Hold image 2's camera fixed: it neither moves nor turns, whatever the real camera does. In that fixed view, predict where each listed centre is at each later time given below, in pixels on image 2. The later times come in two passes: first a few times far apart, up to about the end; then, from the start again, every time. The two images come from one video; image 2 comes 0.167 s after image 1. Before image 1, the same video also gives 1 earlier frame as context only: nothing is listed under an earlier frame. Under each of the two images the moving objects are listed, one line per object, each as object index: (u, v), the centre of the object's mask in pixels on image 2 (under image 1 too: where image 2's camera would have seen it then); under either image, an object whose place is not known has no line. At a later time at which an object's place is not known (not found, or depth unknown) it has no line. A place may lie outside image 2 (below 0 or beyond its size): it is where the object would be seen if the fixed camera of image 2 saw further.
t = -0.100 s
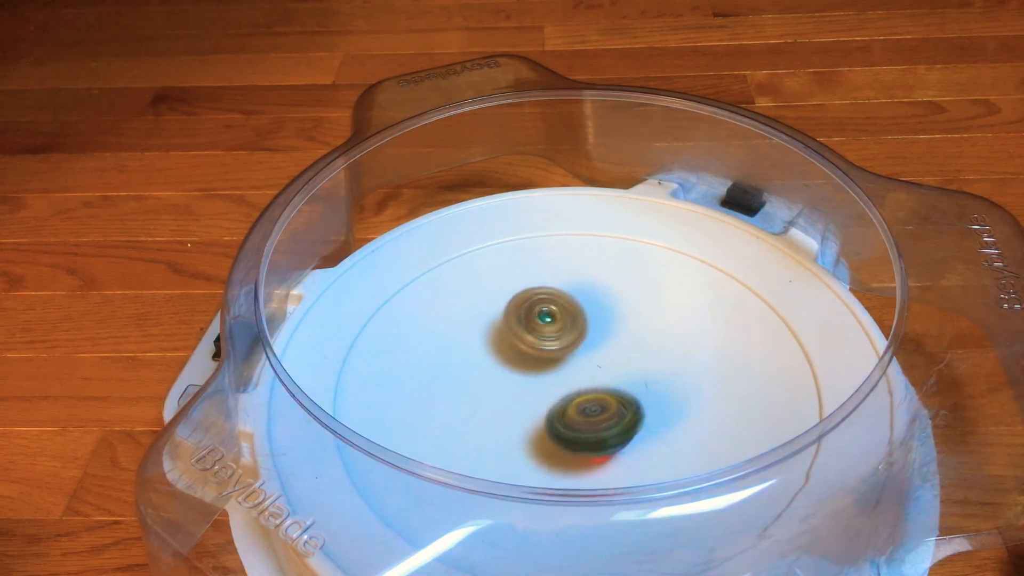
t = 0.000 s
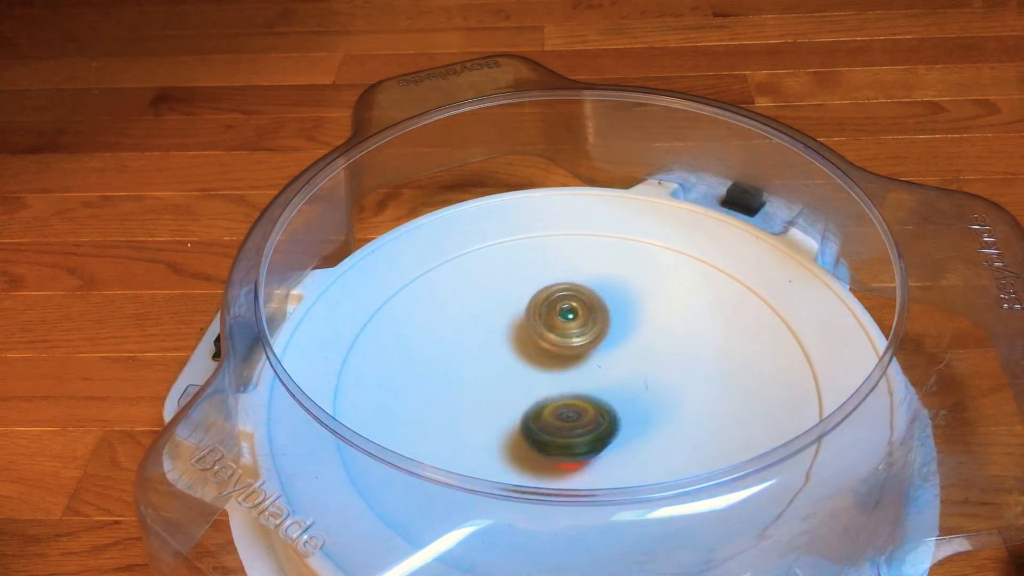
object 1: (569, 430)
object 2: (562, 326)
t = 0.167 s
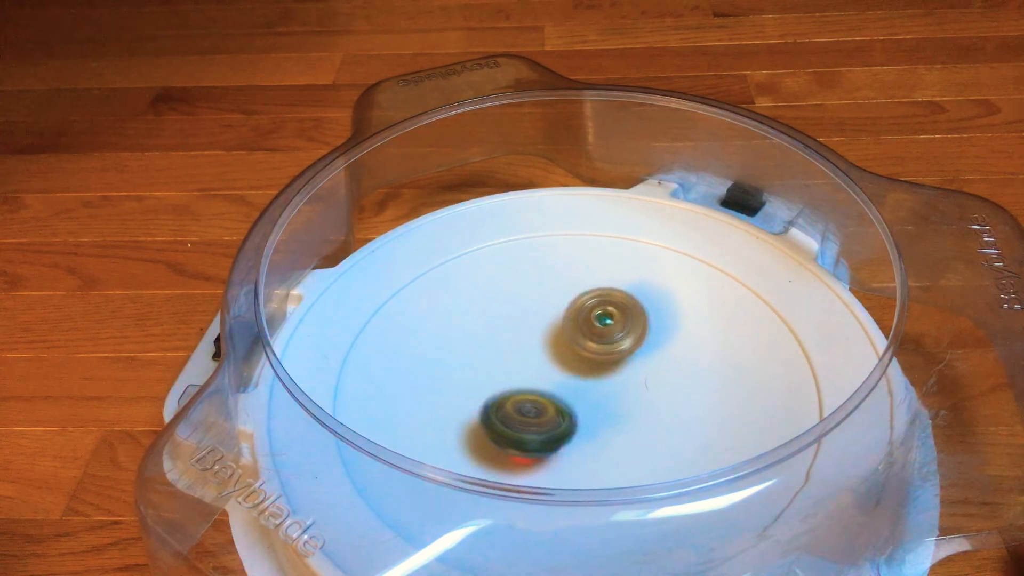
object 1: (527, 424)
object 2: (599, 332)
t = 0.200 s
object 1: (520, 421)
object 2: (606, 334)
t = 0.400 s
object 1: (495, 392)
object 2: (643, 353)
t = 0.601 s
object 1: (504, 359)
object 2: (646, 389)
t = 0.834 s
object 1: (546, 332)
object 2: (610, 425)
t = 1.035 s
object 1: (593, 330)
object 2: (558, 430)
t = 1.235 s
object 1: (634, 346)
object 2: (509, 418)
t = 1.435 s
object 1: (648, 376)
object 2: (496, 384)
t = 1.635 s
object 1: (628, 410)
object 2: (513, 351)
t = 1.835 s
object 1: (584, 425)
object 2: (548, 333)
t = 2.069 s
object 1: (530, 408)
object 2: (597, 338)
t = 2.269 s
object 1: (511, 375)
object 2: (631, 357)
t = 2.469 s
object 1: (522, 344)
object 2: (632, 391)
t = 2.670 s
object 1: (556, 327)
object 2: (604, 422)
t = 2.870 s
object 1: (597, 331)
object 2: (559, 427)
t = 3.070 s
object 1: (628, 354)
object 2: (521, 405)
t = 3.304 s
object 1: (626, 393)
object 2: (509, 373)
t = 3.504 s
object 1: (593, 417)
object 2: (532, 346)
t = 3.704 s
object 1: (546, 417)
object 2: (571, 337)
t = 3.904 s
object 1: (515, 391)
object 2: (611, 348)
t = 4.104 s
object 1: (517, 361)
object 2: (634, 369)
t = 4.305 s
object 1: (543, 341)
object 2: (618, 401)
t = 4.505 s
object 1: (585, 339)
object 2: (575, 420)
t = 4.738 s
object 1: (624, 360)
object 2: (526, 410)
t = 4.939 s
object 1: (629, 388)
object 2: (505, 388)
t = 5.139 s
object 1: (603, 412)
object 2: (522, 359)
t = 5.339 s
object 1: (561, 415)
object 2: (559, 343)
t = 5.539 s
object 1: (530, 391)
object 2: (602, 348)
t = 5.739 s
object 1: (528, 360)
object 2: (630, 367)
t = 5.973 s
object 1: (558, 336)
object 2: (619, 401)
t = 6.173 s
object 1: (594, 337)
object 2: (580, 415)
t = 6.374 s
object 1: (619, 357)
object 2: (539, 401)
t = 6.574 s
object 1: (619, 384)
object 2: (516, 379)
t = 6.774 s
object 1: (589, 406)
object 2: (531, 352)
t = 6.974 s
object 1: (548, 405)
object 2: (567, 339)
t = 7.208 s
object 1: (521, 376)
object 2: (611, 351)
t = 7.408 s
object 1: (533, 351)
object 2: (622, 378)
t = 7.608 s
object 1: (564, 339)
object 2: (602, 405)
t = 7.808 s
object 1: (600, 345)
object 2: (562, 415)
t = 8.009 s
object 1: (617, 369)
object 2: (529, 396)
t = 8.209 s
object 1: (611, 392)
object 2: (518, 373)
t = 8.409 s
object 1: (584, 409)
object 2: (536, 348)
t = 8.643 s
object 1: (538, 402)
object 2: (588, 341)
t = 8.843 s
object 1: (524, 380)
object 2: (623, 354)
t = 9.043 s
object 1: (533, 353)
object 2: (627, 392)
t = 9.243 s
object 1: (561, 341)
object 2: (604, 424)
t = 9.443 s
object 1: (594, 352)
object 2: (549, 420)
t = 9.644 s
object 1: (608, 373)
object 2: (506, 400)
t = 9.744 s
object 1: (607, 386)
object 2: (507, 378)
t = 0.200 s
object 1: (520, 421)
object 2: (606, 334)
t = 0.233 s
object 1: (514, 417)
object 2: (613, 338)
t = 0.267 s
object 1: (508, 413)
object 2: (619, 341)
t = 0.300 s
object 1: (504, 407)
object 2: (624, 345)
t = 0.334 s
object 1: (500, 402)
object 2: (629, 350)
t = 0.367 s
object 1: (497, 398)
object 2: (633, 355)
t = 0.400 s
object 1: (495, 392)
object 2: (643, 353)
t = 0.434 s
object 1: (494, 387)
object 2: (645, 358)
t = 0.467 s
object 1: (494, 381)
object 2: (647, 364)
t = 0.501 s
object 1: (495, 375)
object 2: (648, 370)
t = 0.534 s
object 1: (497, 370)
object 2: (648, 376)
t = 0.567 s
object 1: (500, 364)
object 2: (647, 382)
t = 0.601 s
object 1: (504, 359)
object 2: (646, 389)
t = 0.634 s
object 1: (508, 354)
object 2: (644, 393)
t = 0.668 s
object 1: (514, 349)
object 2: (640, 400)
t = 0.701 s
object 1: (519, 345)
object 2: (635, 406)
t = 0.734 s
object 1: (525, 341)
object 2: (630, 412)
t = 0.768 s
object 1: (532, 338)
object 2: (624, 417)
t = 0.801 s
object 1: (539, 335)
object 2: (617, 421)
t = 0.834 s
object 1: (546, 332)
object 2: (610, 425)
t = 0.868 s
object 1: (554, 331)
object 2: (602, 427)
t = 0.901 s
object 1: (562, 330)
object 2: (594, 429)
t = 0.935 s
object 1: (569, 329)
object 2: (585, 430)
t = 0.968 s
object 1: (578, 329)
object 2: (577, 431)
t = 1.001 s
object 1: (586, 330)
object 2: (567, 430)
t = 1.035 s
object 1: (593, 330)
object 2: (558, 430)
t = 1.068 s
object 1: (601, 332)
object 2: (550, 427)
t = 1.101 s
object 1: (609, 334)
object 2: (542, 425)
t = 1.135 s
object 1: (616, 336)
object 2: (534, 423)
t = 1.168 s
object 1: (622, 339)
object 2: (527, 420)
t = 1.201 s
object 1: (628, 342)
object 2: (521, 416)
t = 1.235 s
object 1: (634, 346)
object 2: (509, 418)
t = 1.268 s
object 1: (638, 350)
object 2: (504, 413)
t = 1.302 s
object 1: (642, 354)
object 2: (507, 401)
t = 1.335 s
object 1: (645, 360)
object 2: (498, 402)
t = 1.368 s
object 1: (647, 365)
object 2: (496, 396)
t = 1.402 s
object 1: (649, 370)
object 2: (496, 390)
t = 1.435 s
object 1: (648, 376)
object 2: (496, 384)
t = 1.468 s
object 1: (648, 382)
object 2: (497, 378)
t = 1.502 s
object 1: (646, 387)
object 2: (499, 372)
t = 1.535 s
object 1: (642, 394)
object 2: (502, 366)
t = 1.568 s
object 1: (638, 399)
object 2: (505, 360)
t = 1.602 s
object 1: (633, 405)
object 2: (509, 355)
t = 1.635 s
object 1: (628, 410)
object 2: (513, 351)
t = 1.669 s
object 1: (622, 414)
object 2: (518, 346)
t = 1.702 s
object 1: (616, 418)
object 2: (523, 342)
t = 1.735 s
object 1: (608, 421)
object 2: (529, 339)
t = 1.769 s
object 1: (601, 423)
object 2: (535, 336)
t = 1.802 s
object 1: (592, 424)
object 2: (541, 334)
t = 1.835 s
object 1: (584, 425)
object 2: (548, 333)
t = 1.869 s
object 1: (576, 425)
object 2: (555, 332)
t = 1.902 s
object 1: (567, 424)
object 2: (562, 331)
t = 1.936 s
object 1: (559, 422)
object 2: (569, 331)
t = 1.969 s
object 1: (551, 419)
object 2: (577, 332)
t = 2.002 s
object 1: (543, 417)
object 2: (584, 334)
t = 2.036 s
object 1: (536, 413)
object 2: (590, 336)
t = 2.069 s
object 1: (530, 408)
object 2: (597, 338)
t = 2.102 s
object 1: (525, 403)
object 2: (603, 341)
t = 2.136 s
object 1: (520, 398)
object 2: (609, 345)
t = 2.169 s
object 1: (517, 391)
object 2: (614, 349)
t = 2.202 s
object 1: (514, 386)
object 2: (618, 353)
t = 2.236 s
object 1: (512, 381)
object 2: (622, 358)
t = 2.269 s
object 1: (511, 375)
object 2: (631, 357)
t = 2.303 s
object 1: (511, 369)
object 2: (633, 363)
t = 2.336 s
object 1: (511, 364)
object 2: (635, 368)
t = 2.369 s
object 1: (513, 358)
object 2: (635, 374)
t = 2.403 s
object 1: (516, 353)
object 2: (634, 381)
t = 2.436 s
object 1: (519, 348)
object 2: (633, 387)
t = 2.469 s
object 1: (522, 344)
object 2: (632, 391)
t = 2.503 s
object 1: (527, 339)
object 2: (629, 398)
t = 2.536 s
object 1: (532, 335)
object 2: (625, 403)
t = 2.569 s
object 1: (537, 332)
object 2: (621, 408)
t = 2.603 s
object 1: (543, 330)
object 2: (615, 414)
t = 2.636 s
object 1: (550, 328)
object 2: (610, 418)
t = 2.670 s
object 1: (556, 327)
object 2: (604, 422)
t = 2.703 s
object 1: (563, 326)
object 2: (597, 424)
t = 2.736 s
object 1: (570, 326)
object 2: (590, 426)
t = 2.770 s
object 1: (577, 326)
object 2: (583, 427)
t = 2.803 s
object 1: (584, 327)
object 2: (574, 429)
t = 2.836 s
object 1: (591, 329)
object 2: (566, 429)
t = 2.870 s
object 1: (597, 331)
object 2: (559, 427)
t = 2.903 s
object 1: (604, 334)
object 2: (551, 425)
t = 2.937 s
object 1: (610, 338)
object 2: (545, 422)
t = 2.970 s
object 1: (616, 341)
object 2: (537, 418)
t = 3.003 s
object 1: (620, 345)
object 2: (531, 415)
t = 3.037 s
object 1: (625, 349)
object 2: (526, 410)
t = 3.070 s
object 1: (628, 354)
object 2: (521, 405)
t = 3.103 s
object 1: (630, 359)
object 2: (518, 400)
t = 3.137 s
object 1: (632, 364)
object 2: (509, 402)
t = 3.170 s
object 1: (632, 371)
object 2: (507, 396)
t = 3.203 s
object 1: (632, 376)
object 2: (506, 391)
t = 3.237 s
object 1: (631, 381)
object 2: (506, 385)
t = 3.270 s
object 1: (629, 387)
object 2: (507, 379)
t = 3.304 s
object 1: (626, 393)
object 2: (509, 373)
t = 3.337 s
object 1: (622, 398)
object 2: (511, 368)
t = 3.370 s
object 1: (618, 403)
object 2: (514, 363)
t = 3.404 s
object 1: (612, 408)
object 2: (518, 358)
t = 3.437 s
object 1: (606, 412)
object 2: (522, 353)
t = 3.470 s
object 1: (600, 415)
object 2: (527, 350)
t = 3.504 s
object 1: (593, 417)
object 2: (532, 346)
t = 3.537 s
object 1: (585, 419)
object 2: (538, 343)
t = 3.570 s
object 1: (578, 420)
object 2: (544, 341)
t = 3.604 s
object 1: (570, 420)
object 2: (550, 339)
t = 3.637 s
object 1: (562, 419)
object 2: (557, 338)
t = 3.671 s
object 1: (553, 418)
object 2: (564, 337)
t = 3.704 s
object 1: (546, 417)
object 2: (571, 337)
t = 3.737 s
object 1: (539, 414)
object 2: (579, 337)
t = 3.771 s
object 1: (533, 410)
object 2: (586, 338)
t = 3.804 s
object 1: (528, 406)
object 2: (593, 340)
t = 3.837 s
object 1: (523, 401)
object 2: (599, 342)
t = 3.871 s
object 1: (519, 397)
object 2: (605, 344)
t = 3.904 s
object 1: (515, 391)
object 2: (611, 348)
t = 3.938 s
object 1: (513, 386)
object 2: (616, 351)
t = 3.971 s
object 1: (512, 381)
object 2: (620, 355)
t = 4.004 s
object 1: (512, 376)
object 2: (629, 354)
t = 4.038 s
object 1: (512, 371)
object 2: (632, 358)
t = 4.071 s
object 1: (514, 365)
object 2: (634, 364)
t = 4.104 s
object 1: (517, 361)
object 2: (634, 369)
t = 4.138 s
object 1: (520, 356)
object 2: (634, 375)
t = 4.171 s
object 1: (522, 353)
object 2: (633, 381)
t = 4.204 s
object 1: (526, 350)
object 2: (630, 386)
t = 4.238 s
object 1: (532, 347)
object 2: (627, 392)
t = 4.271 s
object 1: (537, 344)
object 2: (622, 397)
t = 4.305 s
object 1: (543, 341)
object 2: (618, 401)
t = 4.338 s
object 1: (550, 340)
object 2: (611, 406)
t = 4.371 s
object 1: (557, 338)
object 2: (605, 410)
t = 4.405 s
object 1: (563, 338)
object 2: (598, 413)
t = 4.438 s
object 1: (571, 337)
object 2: (591, 416)
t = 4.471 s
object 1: (578, 338)
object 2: (583, 418)
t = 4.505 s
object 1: (585, 339)
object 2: (575, 420)
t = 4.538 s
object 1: (592, 340)
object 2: (567, 421)
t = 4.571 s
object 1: (598, 343)
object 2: (560, 420)
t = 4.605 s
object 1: (604, 345)
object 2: (552, 420)
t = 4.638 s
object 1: (610, 347)
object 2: (545, 418)
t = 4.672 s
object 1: (615, 351)
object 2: (539, 415)
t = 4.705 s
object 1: (620, 356)
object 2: (532, 413)
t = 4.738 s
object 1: (624, 360)
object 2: (526, 410)
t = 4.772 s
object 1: (627, 364)
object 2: (521, 406)
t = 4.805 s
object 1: (630, 368)
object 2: (510, 408)
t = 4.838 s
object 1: (631, 373)
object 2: (507, 404)
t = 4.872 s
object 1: (631, 379)
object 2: (505, 399)
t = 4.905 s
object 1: (630, 384)
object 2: (504, 394)
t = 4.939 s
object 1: (629, 388)
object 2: (505, 388)
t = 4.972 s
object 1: (627, 393)
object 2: (506, 383)
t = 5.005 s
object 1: (623, 398)
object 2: (508, 377)
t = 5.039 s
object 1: (620, 403)
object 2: (510, 372)
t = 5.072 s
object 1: (615, 406)
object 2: (513, 367)
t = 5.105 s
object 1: (610, 410)
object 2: (517, 362)
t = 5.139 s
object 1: (603, 412)
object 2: (522, 359)
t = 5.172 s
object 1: (597, 414)
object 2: (527, 355)
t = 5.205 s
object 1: (590, 416)
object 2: (533, 352)
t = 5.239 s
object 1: (583, 416)
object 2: (540, 349)
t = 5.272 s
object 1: (576, 417)
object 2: (546, 347)
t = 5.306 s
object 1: (568, 417)
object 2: (552, 345)
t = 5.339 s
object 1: (561, 415)
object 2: (559, 343)
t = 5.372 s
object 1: (554, 411)
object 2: (567, 341)
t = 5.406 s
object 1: (548, 408)
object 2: (575, 341)
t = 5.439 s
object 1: (542, 404)
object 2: (582, 342)
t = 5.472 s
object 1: (538, 400)
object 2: (590, 343)
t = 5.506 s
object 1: (534, 395)
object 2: (598, 343)
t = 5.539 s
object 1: (530, 391)
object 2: (602, 348)
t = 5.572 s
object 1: (527, 386)
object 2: (609, 348)
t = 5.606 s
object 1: (526, 381)
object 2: (615, 351)
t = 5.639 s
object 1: (525, 375)
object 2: (619, 354)
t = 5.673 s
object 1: (525, 370)
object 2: (623, 359)
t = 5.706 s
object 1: (526, 365)
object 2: (627, 363)
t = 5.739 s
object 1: (528, 360)
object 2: (630, 367)
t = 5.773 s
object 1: (530, 355)
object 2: (631, 372)
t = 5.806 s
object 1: (533, 351)
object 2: (630, 378)
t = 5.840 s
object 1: (537, 348)
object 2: (629, 383)
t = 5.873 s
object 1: (542, 344)
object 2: (629, 386)
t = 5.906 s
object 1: (547, 341)
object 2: (626, 392)
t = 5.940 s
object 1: (552, 338)
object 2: (623, 396)
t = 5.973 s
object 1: (558, 336)
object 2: (619, 401)
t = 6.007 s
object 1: (563, 335)
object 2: (614, 405)
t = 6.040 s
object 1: (569, 334)
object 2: (609, 408)
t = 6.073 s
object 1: (575, 334)
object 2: (603, 410)
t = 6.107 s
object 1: (582, 334)
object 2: (596, 413)
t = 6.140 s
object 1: (588, 335)
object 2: (588, 414)
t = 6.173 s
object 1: (594, 337)
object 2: (580, 415)
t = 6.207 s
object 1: (600, 339)
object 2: (572, 415)
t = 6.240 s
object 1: (605, 342)
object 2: (565, 413)
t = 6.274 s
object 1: (610, 346)
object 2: (558, 411)
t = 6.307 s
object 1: (613, 350)
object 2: (551, 408)
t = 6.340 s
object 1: (616, 355)
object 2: (545, 405)
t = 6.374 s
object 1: (619, 357)
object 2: (539, 401)
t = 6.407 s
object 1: (621, 362)
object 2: (528, 404)
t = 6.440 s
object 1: (623, 366)
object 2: (524, 399)
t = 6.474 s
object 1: (623, 371)
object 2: (521, 394)
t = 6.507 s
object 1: (622, 376)
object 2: (519, 389)
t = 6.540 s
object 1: (621, 380)
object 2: (517, 384)
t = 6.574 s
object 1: (619, 384)
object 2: (516, 379)
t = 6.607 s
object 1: (615, 390)
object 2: (517, 374)
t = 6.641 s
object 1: (611, 394)
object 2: (519, 369)
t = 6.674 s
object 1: (607, 398)
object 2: (521, 364)
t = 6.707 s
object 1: (601, 402)
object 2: (523, 359)
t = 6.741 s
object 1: (595, 404)
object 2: (527, 355)
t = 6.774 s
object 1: (589, 406)
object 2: (531, 352)
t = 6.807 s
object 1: (582, 408)
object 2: (536, 349)
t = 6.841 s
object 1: (576, 409)
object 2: (542, 346)
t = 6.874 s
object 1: (568, 409)
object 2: (547, 343)
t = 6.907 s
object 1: (561, 408)
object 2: (553, 341)
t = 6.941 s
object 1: (554, 407)
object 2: (559, 340)
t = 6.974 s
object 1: (548, 405)
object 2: (567, 339)
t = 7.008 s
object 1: (542, 401)
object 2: (574, 339)
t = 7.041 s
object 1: (536, 398)
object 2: (581, 340)
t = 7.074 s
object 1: (532, 394)
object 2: (589, 340)
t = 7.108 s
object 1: (528, 390)
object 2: (595, 342)
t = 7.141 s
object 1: (525, 386)
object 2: (601, 345)
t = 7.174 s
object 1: (523, 381)
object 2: (606, 348)
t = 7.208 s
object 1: (521, 376)
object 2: (611, 351)
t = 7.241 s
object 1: (521, 372)
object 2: (615, 354)
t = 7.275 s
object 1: (522, 367)
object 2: (618, 358)
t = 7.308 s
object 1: (524, 363)
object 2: (620, 363)
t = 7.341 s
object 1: (527, 359)
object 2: (621, 368)
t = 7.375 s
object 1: (530, 354)
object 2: (622, 373)
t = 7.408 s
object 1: (533, 351)
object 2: (622, 378)
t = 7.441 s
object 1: (537, 348)
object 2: (620, 384)
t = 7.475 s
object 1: (542, 345)
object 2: (618, 389)
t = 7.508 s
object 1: (547, 342)
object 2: (615, 394)
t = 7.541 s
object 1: (552, 341)
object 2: (611, 399)
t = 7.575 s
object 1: (558, 339)
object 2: (606, 402)
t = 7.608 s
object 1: (564, 339)
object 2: (602, 405)
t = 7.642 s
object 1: (570, 339)
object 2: (596, 408)
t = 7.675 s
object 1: (577, 339)
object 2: (589, 411)
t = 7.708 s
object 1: (584, 338)
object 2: (581, 415)
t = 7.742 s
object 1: (589, 340)
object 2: (575, 416)
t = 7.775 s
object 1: (595, 342)
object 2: (570, 416)
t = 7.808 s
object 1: (600, 345)
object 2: (562, 415)
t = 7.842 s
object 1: (605, 347)
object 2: (555, 414)
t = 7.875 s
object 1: (609, 351)
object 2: (549, 411)
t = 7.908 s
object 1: (612, 355)
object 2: (543, 409)
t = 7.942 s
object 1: (614, 360)
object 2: (538, 405)
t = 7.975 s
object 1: (616, 364)
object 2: (533, 401)
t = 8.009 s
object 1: (617, 369)
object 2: (529, 396)
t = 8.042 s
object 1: (619, 371)
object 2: (520, 398)
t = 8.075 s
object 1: (619, 374)
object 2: (518, 393)
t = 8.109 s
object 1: (618, 378)
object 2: (517, 388)
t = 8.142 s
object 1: (616, 382)
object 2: (517, 383)
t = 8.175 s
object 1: (614, 386)
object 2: (517, 378)
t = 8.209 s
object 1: (611, 392)
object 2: (518, 373)
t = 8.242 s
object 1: (609, 396)
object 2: (518, 366)
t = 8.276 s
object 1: (605, 400)
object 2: (519, 361)
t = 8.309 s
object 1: (600, 403)
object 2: (522, 358)
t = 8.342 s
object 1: (595, 406)
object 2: (526, 354)
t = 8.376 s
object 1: (589, 408)
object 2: (531, 351)
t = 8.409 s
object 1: (584, 409)
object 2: (536, 348)
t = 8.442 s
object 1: (578, 410)
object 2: (542, 345)
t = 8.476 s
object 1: (571, 410)
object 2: (548, 343)
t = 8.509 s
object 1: (565, 409)
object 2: (555, 341)
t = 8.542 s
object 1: (559, 408)
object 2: (562, 341)
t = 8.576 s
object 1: (553, 405)
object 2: (569, 341)
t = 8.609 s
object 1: (545, 404)
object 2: (579, 340)
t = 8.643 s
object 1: (538, 402)
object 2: (588, 341)
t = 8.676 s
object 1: (533, 400)
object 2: (594, 342)
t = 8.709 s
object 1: (529, 397)
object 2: (599, 345)
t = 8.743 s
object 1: (527, 392)
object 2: (606, 347)
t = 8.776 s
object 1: (525, 388)
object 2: (616, 346)
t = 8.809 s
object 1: (524, 383)
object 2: (620, 350)
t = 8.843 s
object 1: (524, 380)
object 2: (623, 354)
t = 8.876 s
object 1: (524, 376)
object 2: (625, 360)
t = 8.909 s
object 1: (526, 372)
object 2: (627, 365)
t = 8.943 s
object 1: (528, 367)
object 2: (627, 370)
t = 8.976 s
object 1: (531, 364)
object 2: (625, 376)
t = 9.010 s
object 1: (534, 360)
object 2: (623, 384)
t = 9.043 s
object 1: (533, 353)
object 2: (627, 392)
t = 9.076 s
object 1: (536, 348)
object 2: (629, 399)
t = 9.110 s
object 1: (541, 346)
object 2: (626, 407)
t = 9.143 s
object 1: (545, 344)
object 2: (623, 412)
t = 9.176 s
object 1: (550, 342)
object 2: (618, 417)
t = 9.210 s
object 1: (556, 341)
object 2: (611, 421)
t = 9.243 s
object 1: (561, 341)
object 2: (604, 424)
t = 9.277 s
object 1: (567, 342)
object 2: (596, 426)
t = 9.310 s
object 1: (572, 343)
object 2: (587, 427)
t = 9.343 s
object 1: (577, 344)
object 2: (578, 426)
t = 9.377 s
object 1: (583, 347)
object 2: (570, 424)
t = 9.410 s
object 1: (587, 350)
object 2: (561, 421)
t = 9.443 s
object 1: (594, 352)
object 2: (549, 420)
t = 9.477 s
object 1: (601, 351)
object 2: (538, 419)
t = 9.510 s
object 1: (605, 354)
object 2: (529, 417)
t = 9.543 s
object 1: (607, 360)
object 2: (522, 412)
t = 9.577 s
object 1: (609, 363)
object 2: (518, 407)
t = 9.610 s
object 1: (610, 367)
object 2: (508, 407)
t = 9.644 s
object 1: (608, 373)
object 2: (506, 400)
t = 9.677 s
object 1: (608, 376)
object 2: (507, 393)
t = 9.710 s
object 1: (606, 381)
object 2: (508, 387)
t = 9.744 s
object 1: (607, 386)
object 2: (507, 378)
